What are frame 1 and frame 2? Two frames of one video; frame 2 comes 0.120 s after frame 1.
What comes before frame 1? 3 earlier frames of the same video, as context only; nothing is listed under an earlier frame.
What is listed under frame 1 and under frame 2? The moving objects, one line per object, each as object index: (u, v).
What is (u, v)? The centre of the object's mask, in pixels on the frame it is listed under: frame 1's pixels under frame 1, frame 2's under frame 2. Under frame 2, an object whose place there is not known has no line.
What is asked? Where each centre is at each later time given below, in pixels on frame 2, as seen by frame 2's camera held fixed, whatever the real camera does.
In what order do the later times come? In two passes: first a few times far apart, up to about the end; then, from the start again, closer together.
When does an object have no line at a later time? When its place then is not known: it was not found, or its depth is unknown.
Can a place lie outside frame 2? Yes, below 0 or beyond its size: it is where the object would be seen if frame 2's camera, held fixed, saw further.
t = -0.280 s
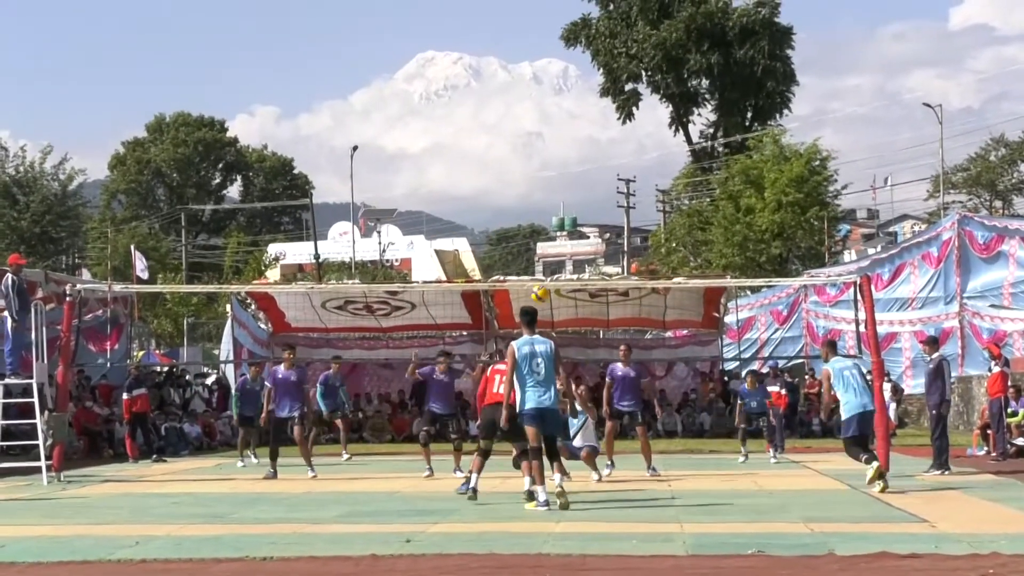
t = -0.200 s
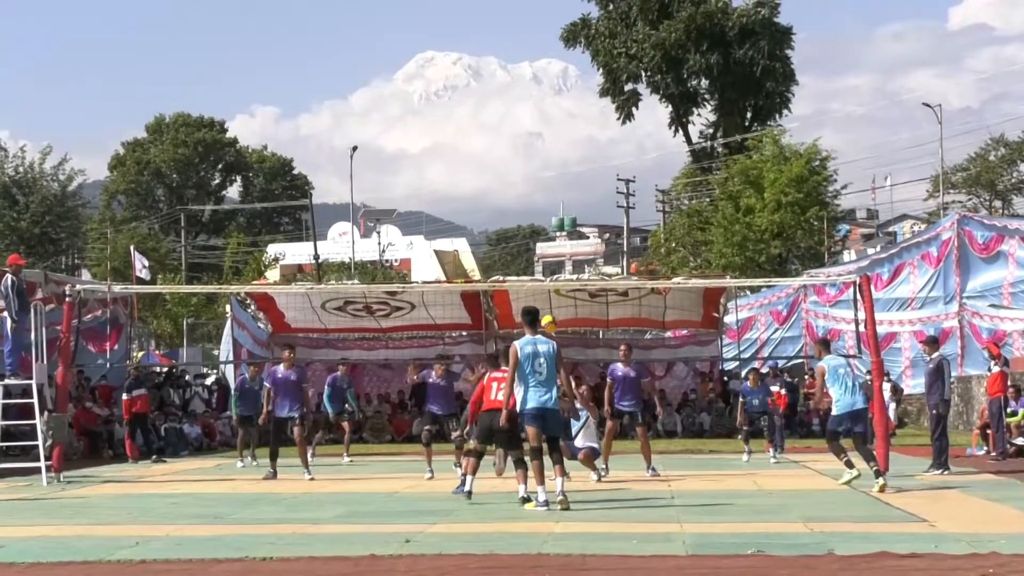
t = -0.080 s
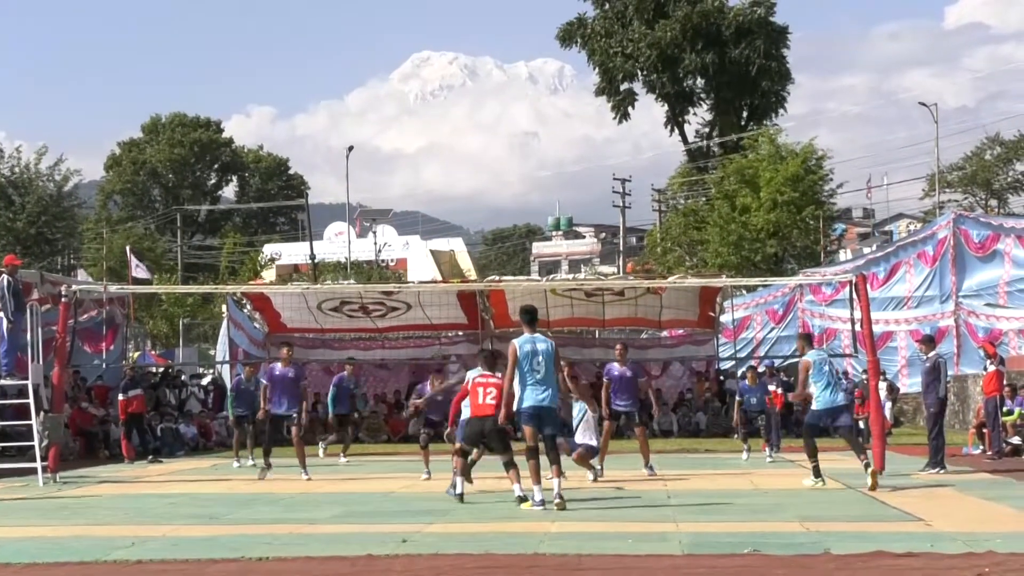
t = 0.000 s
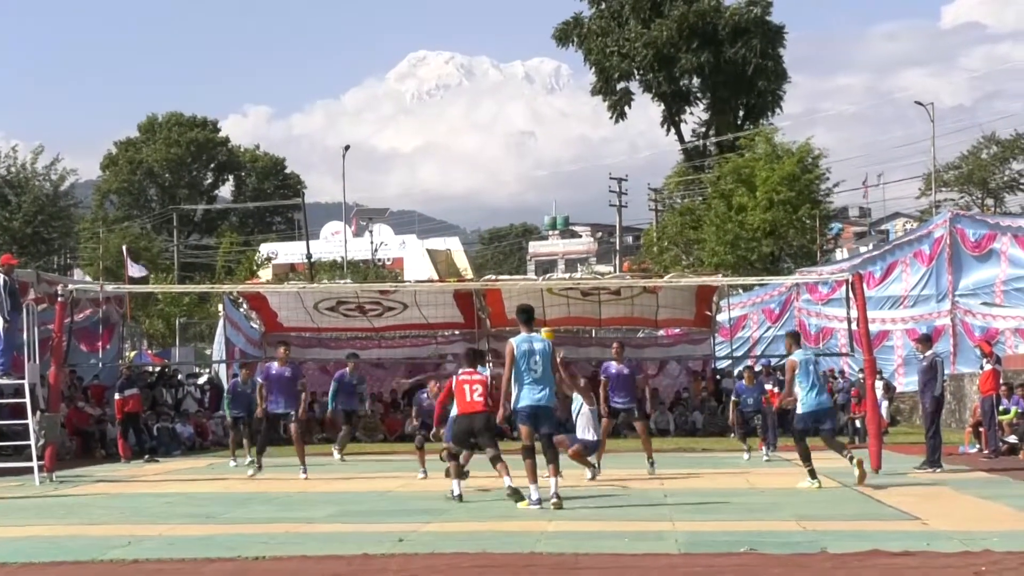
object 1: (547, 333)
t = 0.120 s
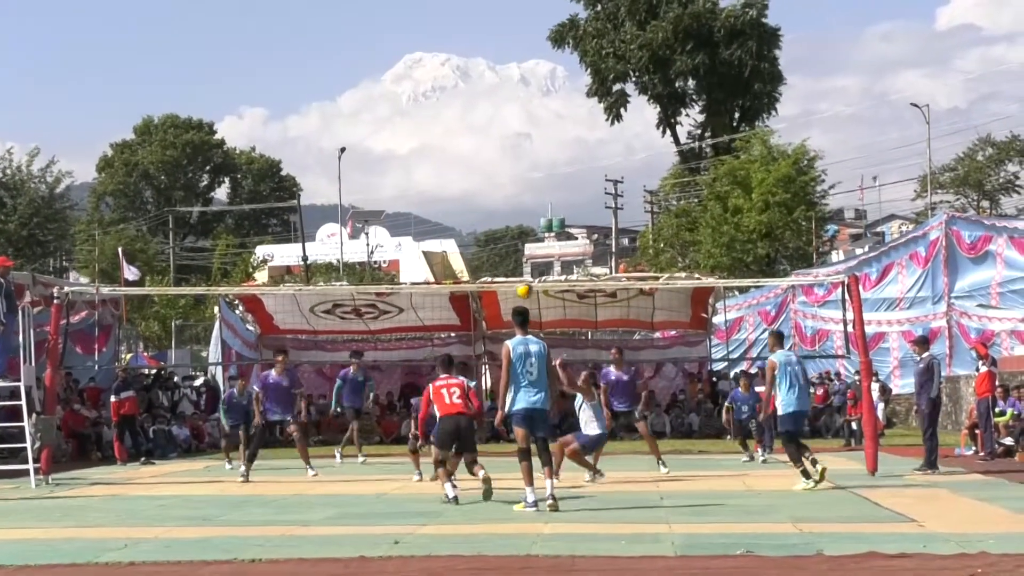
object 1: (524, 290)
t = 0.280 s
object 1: (503, 245)
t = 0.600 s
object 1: (459, 220)
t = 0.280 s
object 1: (503, 245)
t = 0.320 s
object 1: (496, 238)
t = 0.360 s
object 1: (492, 232)
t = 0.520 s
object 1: (470, 218)
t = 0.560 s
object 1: (465, 218)
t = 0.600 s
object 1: (459, 220)
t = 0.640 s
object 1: (454, 222)
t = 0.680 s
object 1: (449, 225)
